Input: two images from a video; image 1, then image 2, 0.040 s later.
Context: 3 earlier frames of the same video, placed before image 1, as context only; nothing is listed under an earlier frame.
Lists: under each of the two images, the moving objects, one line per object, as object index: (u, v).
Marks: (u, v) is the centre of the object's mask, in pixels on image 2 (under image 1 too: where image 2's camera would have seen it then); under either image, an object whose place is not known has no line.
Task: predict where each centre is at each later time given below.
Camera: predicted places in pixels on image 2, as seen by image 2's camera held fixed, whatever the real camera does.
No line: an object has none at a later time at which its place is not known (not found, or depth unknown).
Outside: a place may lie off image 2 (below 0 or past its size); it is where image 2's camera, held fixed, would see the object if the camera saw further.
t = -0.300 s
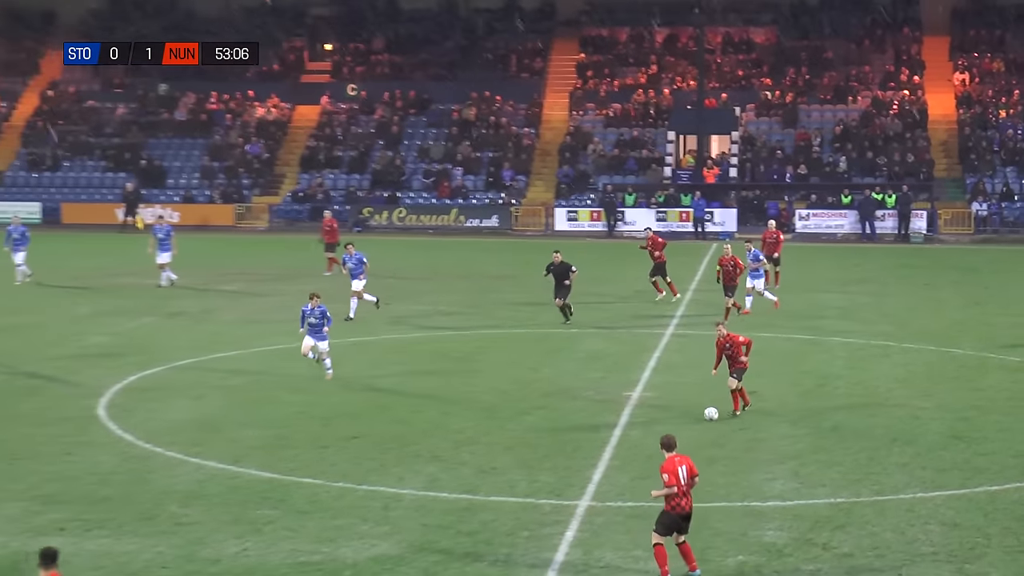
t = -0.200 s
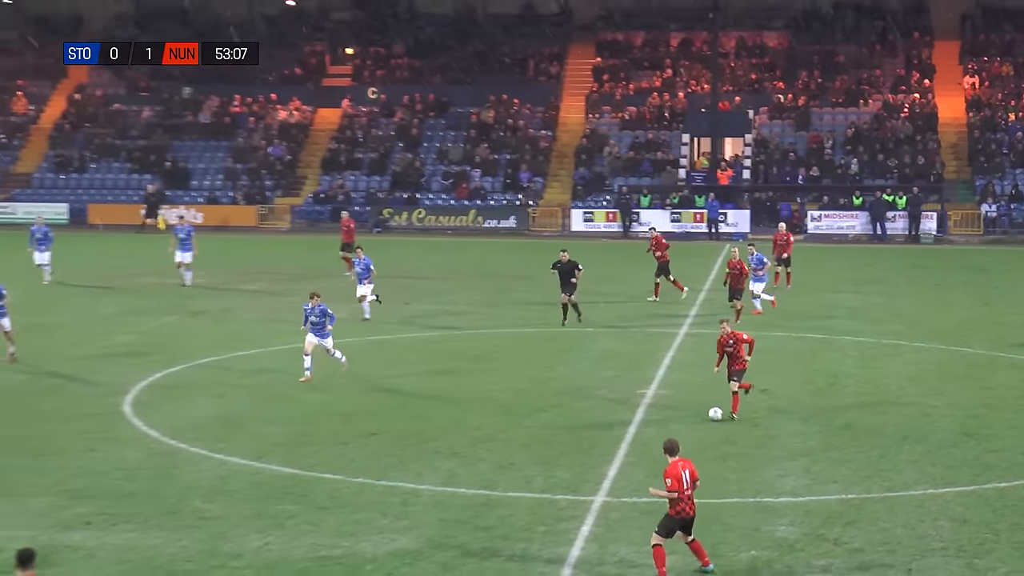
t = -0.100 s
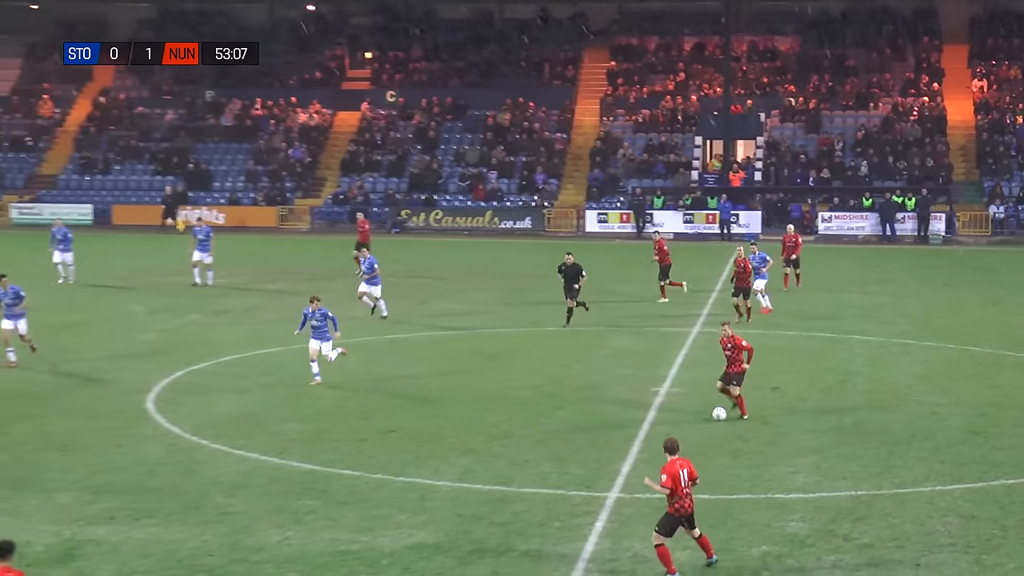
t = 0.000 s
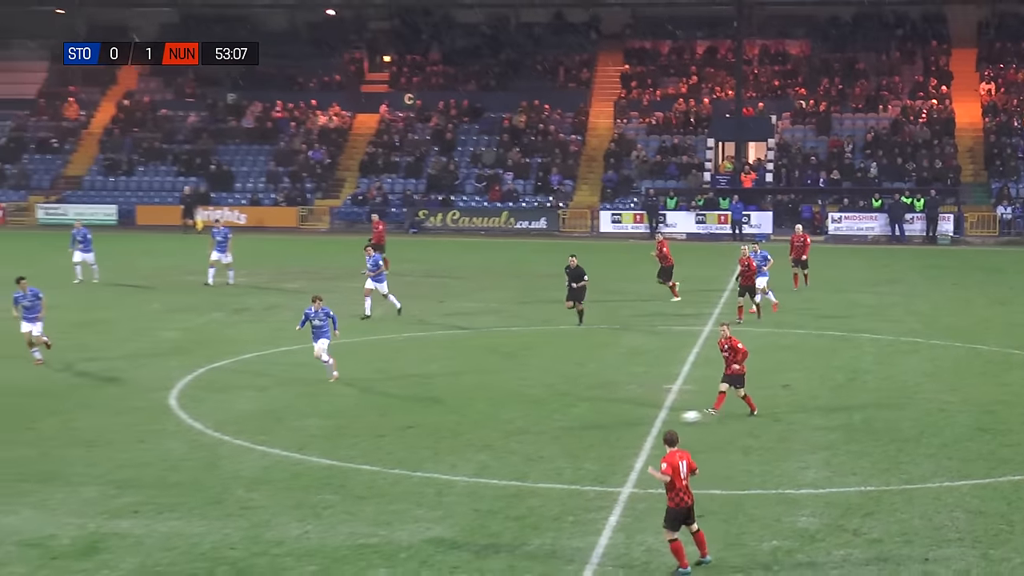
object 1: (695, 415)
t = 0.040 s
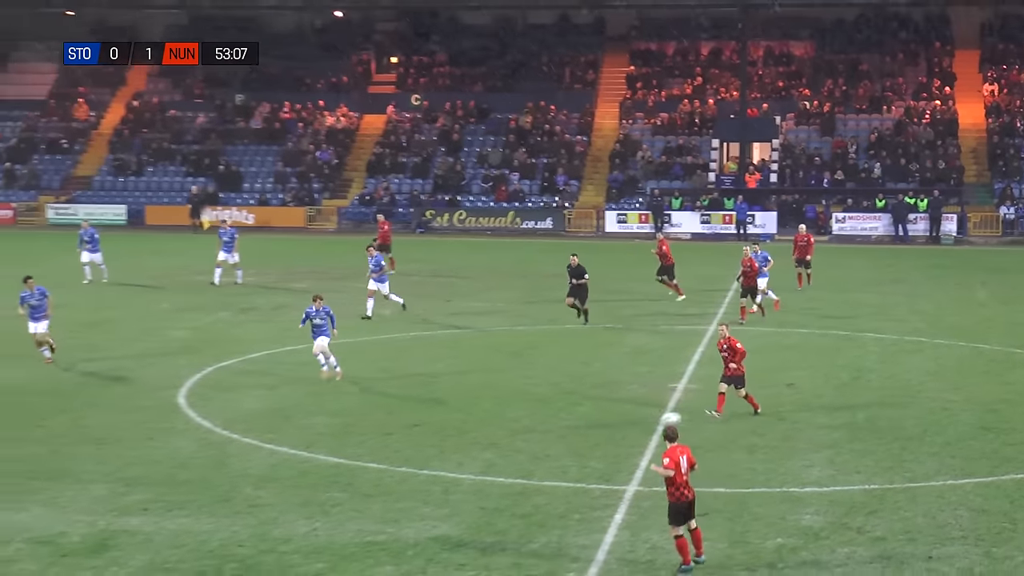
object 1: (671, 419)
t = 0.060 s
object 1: (658, 420)
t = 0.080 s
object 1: (646, 423)
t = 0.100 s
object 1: (634, 426)
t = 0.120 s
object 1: (621, 429)
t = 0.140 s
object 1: (607, 432)
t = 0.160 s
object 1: (594, 436)
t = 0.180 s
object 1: (581, 439)
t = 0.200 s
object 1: (568, 444)
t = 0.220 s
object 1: (554, 449)
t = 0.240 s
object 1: (541, 454)
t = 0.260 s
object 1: (527, 459)
